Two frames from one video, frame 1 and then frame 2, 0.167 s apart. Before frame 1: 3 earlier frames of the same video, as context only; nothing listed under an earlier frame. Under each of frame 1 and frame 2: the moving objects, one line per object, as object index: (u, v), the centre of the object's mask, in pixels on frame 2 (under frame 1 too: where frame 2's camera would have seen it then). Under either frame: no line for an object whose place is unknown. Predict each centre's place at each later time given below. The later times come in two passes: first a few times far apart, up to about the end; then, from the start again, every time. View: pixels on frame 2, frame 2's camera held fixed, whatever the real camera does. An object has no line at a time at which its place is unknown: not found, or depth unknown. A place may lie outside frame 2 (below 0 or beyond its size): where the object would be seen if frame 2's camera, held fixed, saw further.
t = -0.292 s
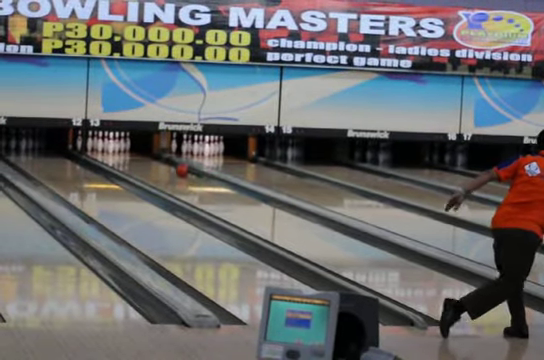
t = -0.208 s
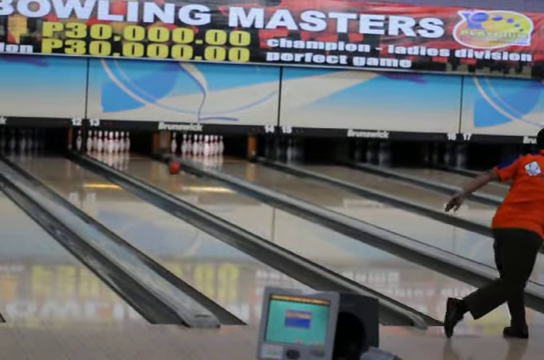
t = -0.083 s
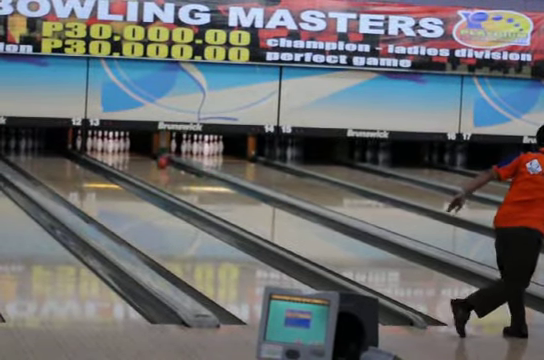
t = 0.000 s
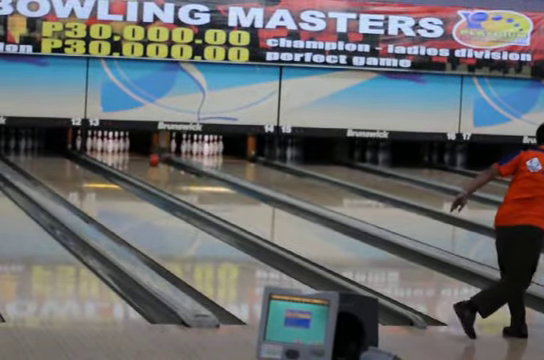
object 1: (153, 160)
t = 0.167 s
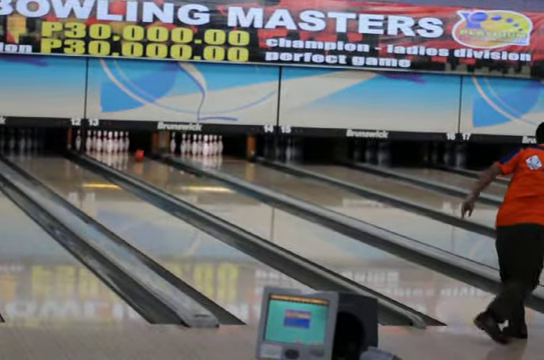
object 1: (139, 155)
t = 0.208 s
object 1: (135, 154)
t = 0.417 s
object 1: (118, 149)
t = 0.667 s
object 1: (102, 146)
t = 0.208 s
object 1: (135, 154)
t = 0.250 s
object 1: (132, 153)
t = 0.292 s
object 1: (128, 154)
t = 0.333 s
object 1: (125, 152)
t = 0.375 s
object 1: (121, 150)
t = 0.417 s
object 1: (118, 149)
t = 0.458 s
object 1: (114, 148)
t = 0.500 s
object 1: (111, 148)
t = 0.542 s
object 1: (109, 147)
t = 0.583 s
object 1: (107, 147)
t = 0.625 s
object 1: (104, 146)
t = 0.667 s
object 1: (102, 146)
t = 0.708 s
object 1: (99, 146)
